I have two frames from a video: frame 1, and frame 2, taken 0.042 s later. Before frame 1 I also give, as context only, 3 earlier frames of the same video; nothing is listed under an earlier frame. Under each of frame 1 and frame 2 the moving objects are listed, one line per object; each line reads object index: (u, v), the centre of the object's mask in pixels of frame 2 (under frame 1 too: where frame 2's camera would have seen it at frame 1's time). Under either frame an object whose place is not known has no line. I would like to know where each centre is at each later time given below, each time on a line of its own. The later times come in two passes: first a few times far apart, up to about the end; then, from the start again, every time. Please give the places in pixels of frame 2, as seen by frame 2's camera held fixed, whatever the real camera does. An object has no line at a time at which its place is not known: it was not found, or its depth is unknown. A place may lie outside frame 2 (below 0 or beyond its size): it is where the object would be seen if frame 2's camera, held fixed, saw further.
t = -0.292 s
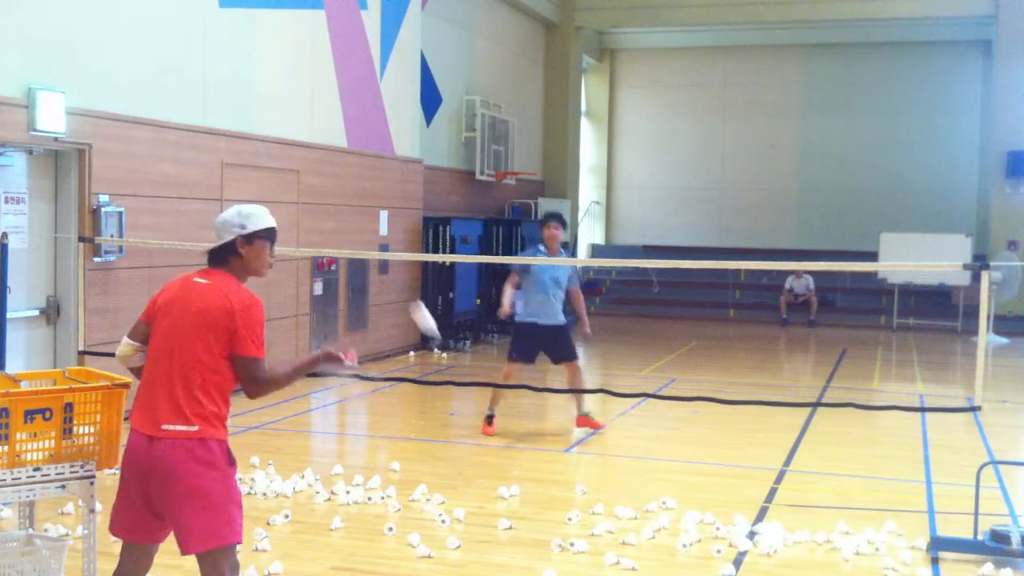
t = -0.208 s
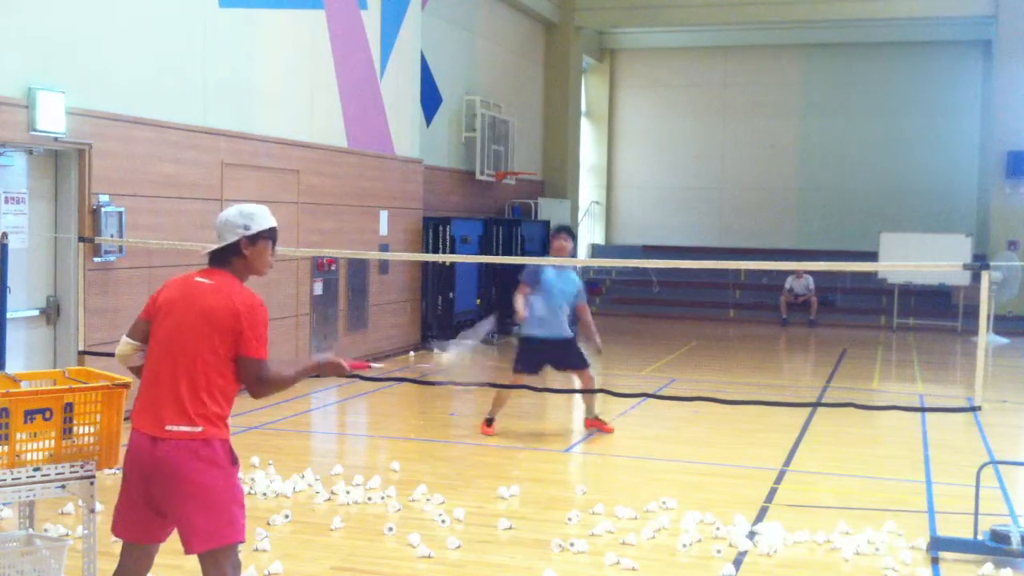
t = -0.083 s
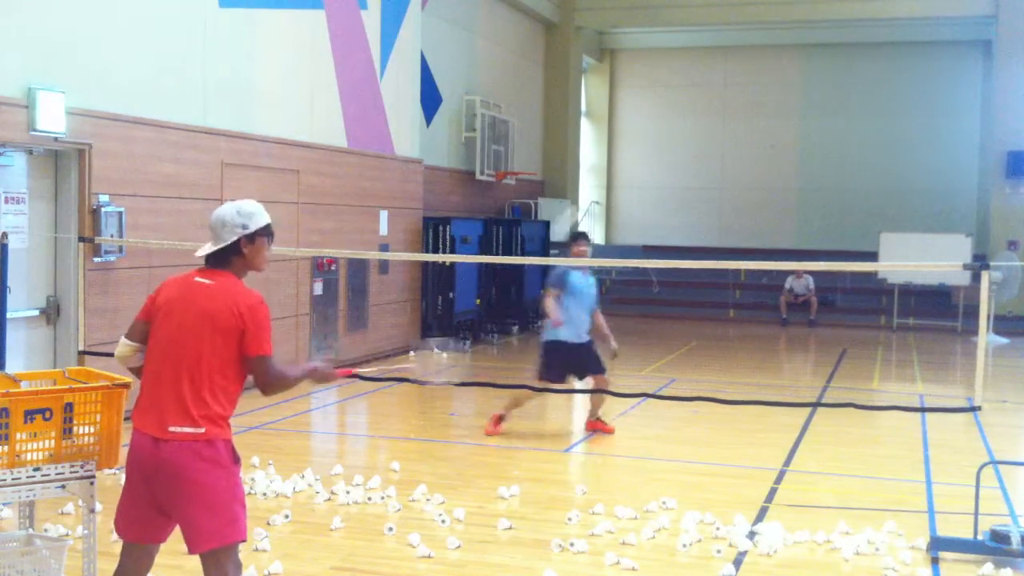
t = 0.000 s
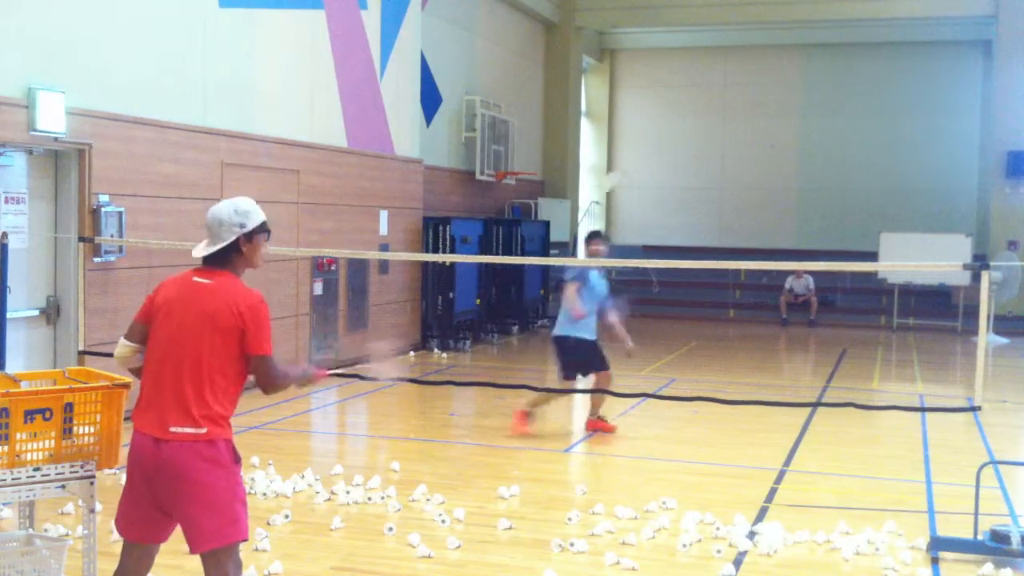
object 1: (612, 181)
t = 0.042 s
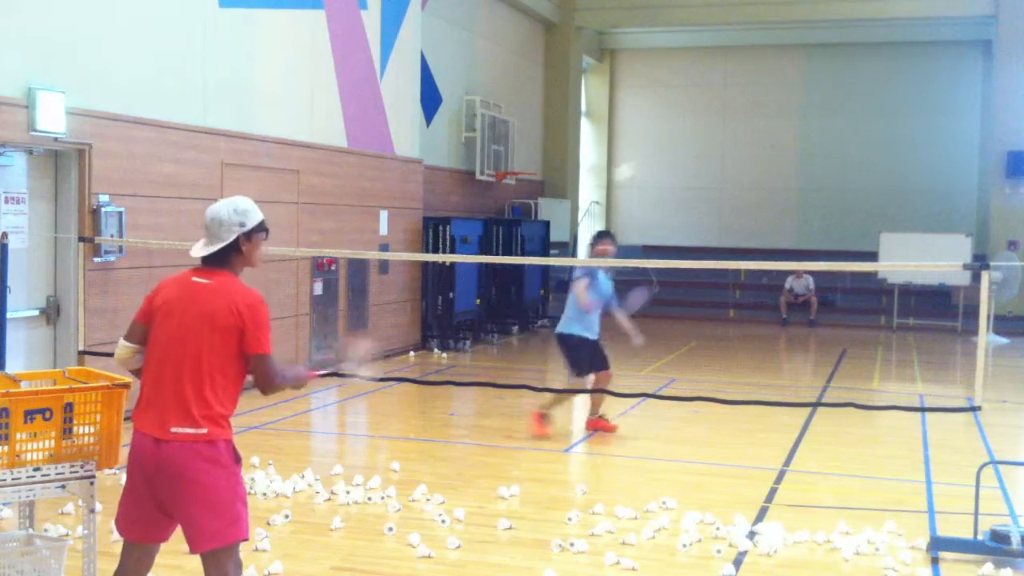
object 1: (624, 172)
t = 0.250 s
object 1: (683, 168)
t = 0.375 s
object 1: (707, 201)
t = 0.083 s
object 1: (638, 164)
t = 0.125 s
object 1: (651, 159)
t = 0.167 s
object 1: (664, 159)
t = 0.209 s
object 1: (674, 162)
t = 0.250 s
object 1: (683, 168)
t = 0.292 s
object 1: (691, 177)
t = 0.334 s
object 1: (699, 188)
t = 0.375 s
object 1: (707, 201)
